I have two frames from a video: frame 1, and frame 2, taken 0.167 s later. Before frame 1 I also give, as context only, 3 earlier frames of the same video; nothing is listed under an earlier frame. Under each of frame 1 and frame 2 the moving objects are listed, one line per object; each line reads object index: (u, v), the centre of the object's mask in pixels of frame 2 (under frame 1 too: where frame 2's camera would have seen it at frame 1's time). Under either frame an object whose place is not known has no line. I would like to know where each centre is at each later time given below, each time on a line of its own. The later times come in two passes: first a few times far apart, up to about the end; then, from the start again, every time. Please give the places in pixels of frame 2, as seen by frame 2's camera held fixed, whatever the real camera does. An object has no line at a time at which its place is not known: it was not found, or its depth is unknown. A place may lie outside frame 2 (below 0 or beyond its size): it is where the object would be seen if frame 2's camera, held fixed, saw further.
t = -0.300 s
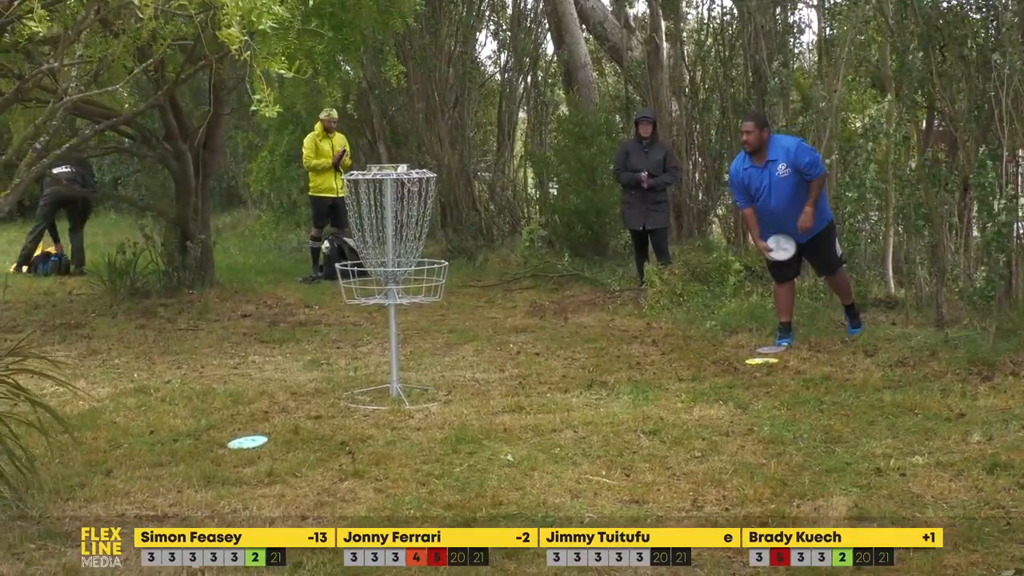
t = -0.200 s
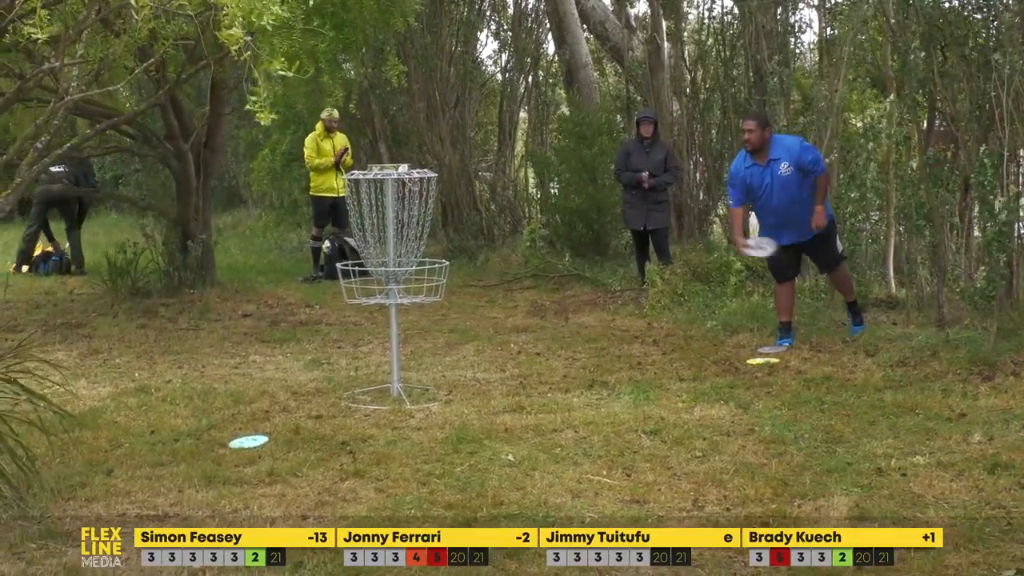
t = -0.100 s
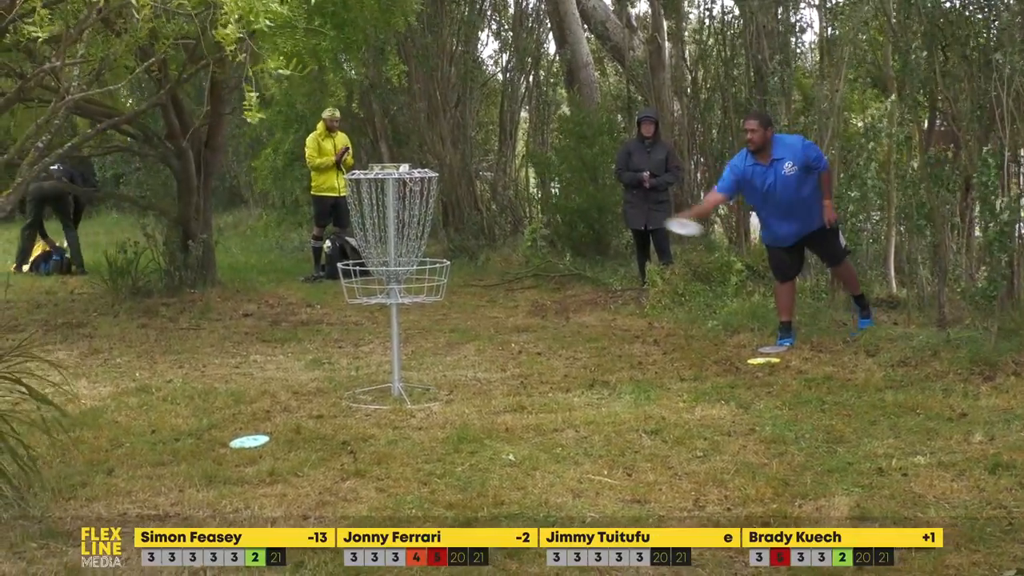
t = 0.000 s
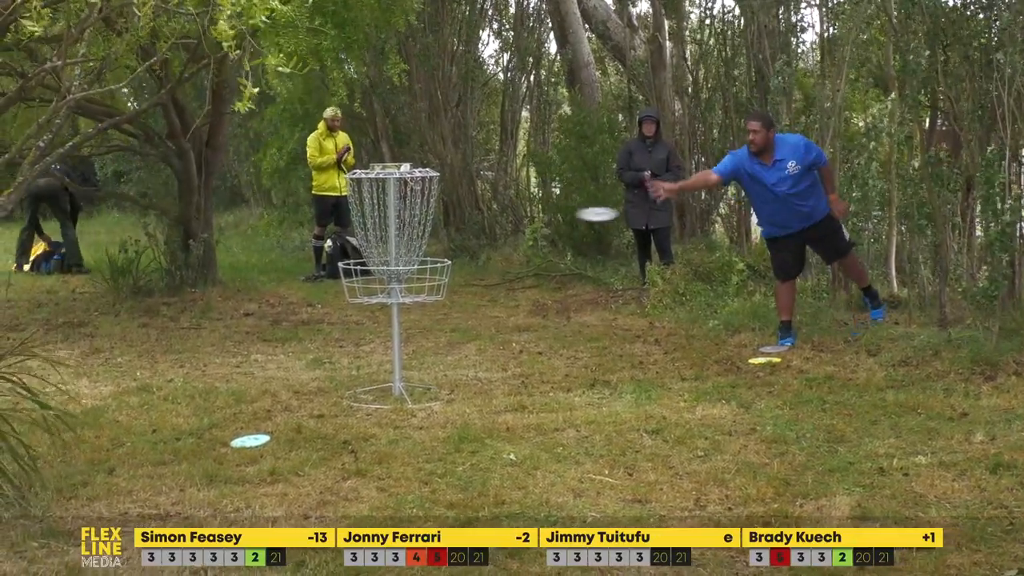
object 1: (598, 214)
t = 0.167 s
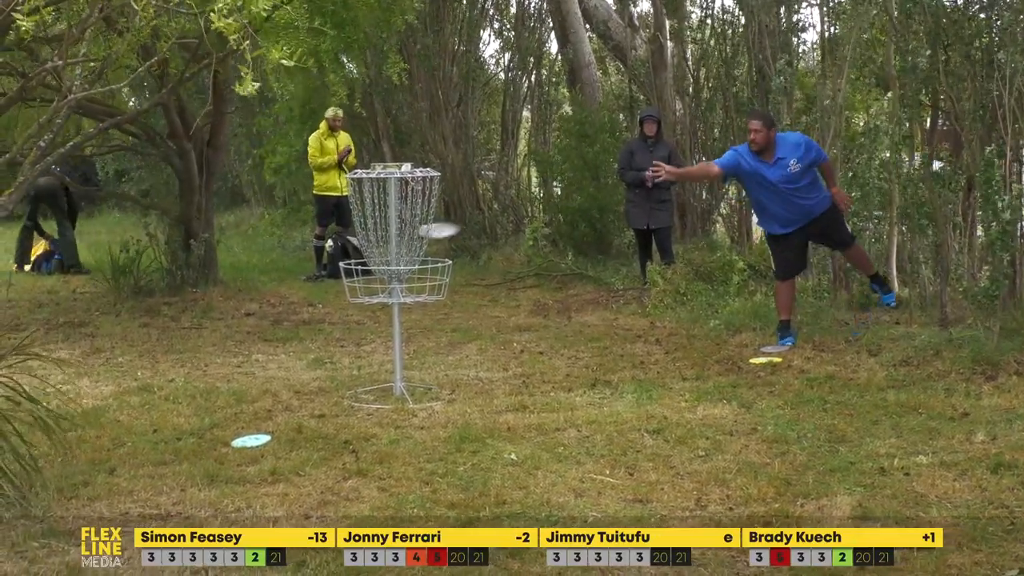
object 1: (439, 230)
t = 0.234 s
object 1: (417, 235)
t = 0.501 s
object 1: (460, 259)
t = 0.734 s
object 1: (474, 289)
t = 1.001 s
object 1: (483, 388)
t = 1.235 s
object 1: (480, 380)
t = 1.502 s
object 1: (477, 390)
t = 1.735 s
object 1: (477, 392)
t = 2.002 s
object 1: (477, 392)
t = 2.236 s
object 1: (477, 392)
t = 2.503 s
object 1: (477, 392)
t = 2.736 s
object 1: (476, 392)
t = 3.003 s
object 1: (476, 392)
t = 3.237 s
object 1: (476, 392)
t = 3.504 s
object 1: (476, 392)
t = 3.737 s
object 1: (476, 392)
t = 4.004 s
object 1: (476, 392)
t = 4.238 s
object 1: (476, 392)
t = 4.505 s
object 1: (476, 392)
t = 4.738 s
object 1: (476, 392)
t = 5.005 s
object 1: (476, 392)
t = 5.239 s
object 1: (476, 392)
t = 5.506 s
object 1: (476, 392)
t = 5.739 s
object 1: (475, 392)
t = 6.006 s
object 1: (475, 392)
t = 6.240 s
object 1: (476, 392)
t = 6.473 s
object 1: (475, 392)
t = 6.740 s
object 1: (475, 392)
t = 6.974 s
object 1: (475, 392)
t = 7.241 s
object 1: (475, 392)
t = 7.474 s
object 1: (475, 392)
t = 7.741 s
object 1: (475, 392)
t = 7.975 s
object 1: (475, 392)
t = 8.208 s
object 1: (476, 392)
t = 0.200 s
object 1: (419, 234)
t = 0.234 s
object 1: (417, 235)
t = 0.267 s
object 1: (422, 237)
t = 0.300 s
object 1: (427, 241)
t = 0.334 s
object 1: (432, 246)
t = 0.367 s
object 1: (438, 252)
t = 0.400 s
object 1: (441, 256)
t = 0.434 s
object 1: (448, 259)
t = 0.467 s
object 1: (454, 259)
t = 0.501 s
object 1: (460, 259)
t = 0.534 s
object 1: (461, 260)
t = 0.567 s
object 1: (465, 261)
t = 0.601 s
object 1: (466, 263)
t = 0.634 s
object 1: (468, 267)
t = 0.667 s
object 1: (470, 273)
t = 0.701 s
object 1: (472, 280)
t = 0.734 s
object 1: (474, 289)
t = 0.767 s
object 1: (476, 300)
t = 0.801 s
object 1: (479, 314)
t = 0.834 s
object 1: (479, 329)
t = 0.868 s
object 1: (480, 345)
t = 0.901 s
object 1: (480, 362)
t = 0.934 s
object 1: (482, 380)
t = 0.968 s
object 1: (483, 386)
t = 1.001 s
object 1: (483, 388)
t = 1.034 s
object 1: (482, 386)
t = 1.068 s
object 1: (481, 383)
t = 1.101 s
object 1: (479, 381)
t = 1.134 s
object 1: (481, 382)
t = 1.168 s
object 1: (481, 383)
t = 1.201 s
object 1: (481, 381)
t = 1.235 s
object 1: (480, 380)
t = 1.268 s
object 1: (480, 379)
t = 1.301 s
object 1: (479, 379)
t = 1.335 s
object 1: (479, 379)
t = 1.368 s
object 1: (478, 380)
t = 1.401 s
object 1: (478, 381)
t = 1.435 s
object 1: (478, 383)
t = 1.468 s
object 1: (477, 386)
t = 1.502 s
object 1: (477, 390)
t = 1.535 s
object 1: (477, 392)
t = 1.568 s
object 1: (477, 391)
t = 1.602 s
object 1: (477, 392)
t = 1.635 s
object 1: (477, 392)
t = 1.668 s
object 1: (477, 392)
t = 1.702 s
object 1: (477, 392)
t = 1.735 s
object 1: (477, 392)
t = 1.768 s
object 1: (477, 392)
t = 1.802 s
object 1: (477, 392)
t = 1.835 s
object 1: (477, 392)
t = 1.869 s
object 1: (477, 392)
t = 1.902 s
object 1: (477, 392)
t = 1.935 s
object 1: (477, 392)
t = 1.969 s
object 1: (477, 392)
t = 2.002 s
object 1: (477, 392)
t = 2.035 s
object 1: (477, 392)
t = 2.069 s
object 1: (477, 392)
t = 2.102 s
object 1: (477, 392)
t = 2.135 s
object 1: (477, 392)
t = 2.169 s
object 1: (477, 392)
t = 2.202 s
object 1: (476, 392)
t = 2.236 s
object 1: (477, 392)
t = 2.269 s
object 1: (477, 392)
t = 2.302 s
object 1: (477, 392)
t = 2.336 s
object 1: (477, 392)
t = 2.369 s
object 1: (477, 392)
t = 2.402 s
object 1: (477, 392)
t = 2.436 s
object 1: (477, 392)
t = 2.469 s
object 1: (477, 392)
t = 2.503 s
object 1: (477, 392)
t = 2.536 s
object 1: (477, 392)
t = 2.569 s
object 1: (476, 392)
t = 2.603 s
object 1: (477, 392)
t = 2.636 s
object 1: (476, 392)
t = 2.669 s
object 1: (476, 392)
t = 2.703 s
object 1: (476, 392)
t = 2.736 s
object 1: (476, 392)
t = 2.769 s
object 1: (476, 392)
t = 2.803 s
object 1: (476, 392)
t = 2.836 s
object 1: (476, 392)
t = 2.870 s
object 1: (476, 392)
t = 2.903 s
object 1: (476, 392)
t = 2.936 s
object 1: (476, 392)
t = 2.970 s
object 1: (476, 392)
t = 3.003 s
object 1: (476, 392)
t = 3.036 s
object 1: (476, 392)
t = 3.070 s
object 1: (476, 392)
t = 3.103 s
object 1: (476, 392)
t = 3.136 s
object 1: (476, 392)
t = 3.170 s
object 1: (476, 392)
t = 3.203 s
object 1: (476, 392)
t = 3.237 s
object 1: (476, 392)
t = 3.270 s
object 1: (476, 392)
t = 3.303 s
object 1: (476, 392)
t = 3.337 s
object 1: (476, 392)
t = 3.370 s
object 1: (476, 392)
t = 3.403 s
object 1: (476, 392)
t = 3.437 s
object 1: (476, 392)
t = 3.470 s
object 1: (476, 392)
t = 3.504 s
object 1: (476, 392)
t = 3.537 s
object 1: (477, 392)
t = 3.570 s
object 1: (476, 392)
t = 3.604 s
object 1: (476, 392)
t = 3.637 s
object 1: (476, 392)
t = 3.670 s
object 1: (476, 392)
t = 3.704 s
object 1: (476, 392)
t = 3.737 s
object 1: (476, 392)
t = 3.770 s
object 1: (476, 392)
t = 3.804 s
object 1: (476, 392)
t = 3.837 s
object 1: (476, 392)
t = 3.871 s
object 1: (476, 392)
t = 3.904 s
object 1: (476, 392)
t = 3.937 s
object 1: (476, 392)
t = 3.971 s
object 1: (476, 392)
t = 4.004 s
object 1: (476, 392)
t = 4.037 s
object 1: (476, 392)
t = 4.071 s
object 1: (476, 392)
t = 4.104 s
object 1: (476, 392)
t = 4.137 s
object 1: (476, 392)
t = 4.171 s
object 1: (476, 392)
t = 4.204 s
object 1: (476, 392)
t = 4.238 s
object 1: (476, 392)
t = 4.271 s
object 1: (476, 392)
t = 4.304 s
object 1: (476, 392)
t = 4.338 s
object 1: (476, 392)
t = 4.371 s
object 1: (476, 392)
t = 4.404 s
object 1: (476, 392)
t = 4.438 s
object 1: (476, 392)
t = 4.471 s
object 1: (476, 392)
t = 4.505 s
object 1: (476, 392)
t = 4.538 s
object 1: (476, 392)
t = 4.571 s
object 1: (476, 392)
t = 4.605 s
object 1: (476, 392)
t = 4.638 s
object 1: (476, 392)
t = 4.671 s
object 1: (476, 392)
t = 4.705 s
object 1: (476, 392)
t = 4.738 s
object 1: (476, 392)
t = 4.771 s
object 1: (476, 392)
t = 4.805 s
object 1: (476, 392)
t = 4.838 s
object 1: (476, 392)
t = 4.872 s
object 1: (476, 392)
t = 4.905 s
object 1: (476, 392)
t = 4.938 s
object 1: (476, 392)
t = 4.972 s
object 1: (476, 392)
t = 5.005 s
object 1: (476, 392)
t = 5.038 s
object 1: (476, 392)
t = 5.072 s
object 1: (476, 392)
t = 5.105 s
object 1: (476, 392)
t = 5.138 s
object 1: (476, 392)
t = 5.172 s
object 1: (476, 392)
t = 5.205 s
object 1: (476, 392)
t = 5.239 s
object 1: (476, 392)
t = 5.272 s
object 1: (476, 392)
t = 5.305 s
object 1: (476, 392)
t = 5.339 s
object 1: (476, 392)
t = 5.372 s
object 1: (476, 392)
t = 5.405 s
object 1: (476, 392)
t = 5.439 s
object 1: (476, 392)
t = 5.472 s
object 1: (476, 392)
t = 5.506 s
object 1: (476, 392)
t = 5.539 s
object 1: (476, 392)
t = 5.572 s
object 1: (476, 392)
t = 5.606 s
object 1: (475, 392)
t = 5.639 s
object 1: (475, 392)
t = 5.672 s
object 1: (475, 392)
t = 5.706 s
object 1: (475, 392)
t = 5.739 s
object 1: (475, 392)
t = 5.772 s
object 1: (475, 392)
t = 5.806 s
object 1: (475, 392)
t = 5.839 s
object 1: (476, 392)
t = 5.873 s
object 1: (476, 392)
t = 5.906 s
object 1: (476, 392)
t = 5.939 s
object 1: (475, 392)
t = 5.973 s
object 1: (475, 392)
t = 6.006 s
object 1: (475, 392)
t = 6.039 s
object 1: (475, 392)
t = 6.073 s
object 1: (475, 392)
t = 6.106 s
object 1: (475, 392)
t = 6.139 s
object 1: (475, 392)
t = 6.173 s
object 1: (475, 392)
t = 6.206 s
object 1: (476, 392)
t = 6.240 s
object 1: (476, 392)
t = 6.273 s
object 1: (475, 392)
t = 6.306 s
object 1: (475, 392)
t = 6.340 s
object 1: (475, 392)
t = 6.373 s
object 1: (475, 392)
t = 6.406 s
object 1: (475, 392)
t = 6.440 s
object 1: (475, 392)
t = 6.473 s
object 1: (475, 392)
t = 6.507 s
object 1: (475, 392)
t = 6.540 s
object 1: (475, 392)
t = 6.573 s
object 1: (475, 392)
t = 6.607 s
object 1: (475, 392)
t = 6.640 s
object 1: (475, 392)
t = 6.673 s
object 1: (475, 392)
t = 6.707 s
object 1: (475, 392)
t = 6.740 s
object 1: (475, 392)
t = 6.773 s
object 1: (475, 392)
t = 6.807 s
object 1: (475, 392)
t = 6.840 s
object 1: (475, 392)
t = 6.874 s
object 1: (475, 392)
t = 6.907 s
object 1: (475, 392)
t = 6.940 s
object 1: (475, 392)
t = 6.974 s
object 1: (475, 392)
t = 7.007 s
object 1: (475, 392)
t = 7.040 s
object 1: (475, 392)
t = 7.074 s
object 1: (475, 392)
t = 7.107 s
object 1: (475, 392)
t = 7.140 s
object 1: (475, 392)
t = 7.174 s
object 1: (475, 392)
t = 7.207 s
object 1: (475, 392)
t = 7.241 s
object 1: (475, 392)
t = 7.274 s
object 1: (475, 392)
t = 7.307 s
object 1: (475, 392)
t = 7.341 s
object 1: (475, 392)
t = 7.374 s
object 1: (475, 392)
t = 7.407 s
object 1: (475, 392)
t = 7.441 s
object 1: (475, 392)
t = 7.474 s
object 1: (475, 392)
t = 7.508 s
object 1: (475, 392)
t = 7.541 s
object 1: (475, 392)
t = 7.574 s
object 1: (475, 392)
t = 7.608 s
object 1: (475, 392)
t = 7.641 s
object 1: (475, 392)
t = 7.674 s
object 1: (476, 392)
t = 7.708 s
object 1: (475, 392)
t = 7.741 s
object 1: (475, 392)
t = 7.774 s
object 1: (476, 392)
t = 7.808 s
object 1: (476, 392)
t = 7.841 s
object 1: (476, 392)
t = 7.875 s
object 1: (475, 392)
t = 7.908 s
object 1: (476, 392)
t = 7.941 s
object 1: (476, 392)
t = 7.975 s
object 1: (475, 392)
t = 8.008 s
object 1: (476, 392)
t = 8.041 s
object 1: (476, 392)
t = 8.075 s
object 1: (476, 392)
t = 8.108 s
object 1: (476, 392)
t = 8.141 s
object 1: (476, 392)
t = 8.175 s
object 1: (476, 392)
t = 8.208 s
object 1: (476, 392)
